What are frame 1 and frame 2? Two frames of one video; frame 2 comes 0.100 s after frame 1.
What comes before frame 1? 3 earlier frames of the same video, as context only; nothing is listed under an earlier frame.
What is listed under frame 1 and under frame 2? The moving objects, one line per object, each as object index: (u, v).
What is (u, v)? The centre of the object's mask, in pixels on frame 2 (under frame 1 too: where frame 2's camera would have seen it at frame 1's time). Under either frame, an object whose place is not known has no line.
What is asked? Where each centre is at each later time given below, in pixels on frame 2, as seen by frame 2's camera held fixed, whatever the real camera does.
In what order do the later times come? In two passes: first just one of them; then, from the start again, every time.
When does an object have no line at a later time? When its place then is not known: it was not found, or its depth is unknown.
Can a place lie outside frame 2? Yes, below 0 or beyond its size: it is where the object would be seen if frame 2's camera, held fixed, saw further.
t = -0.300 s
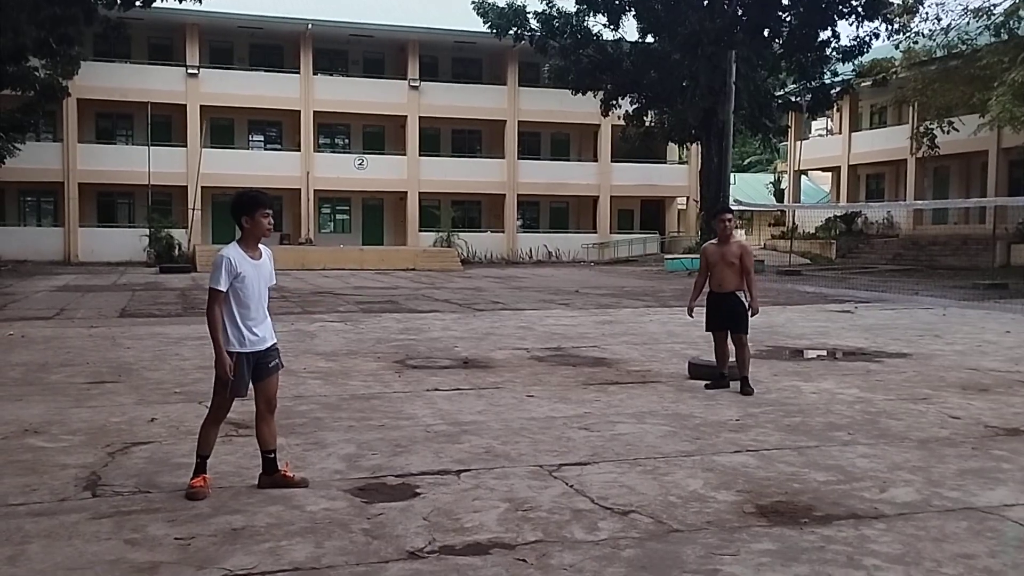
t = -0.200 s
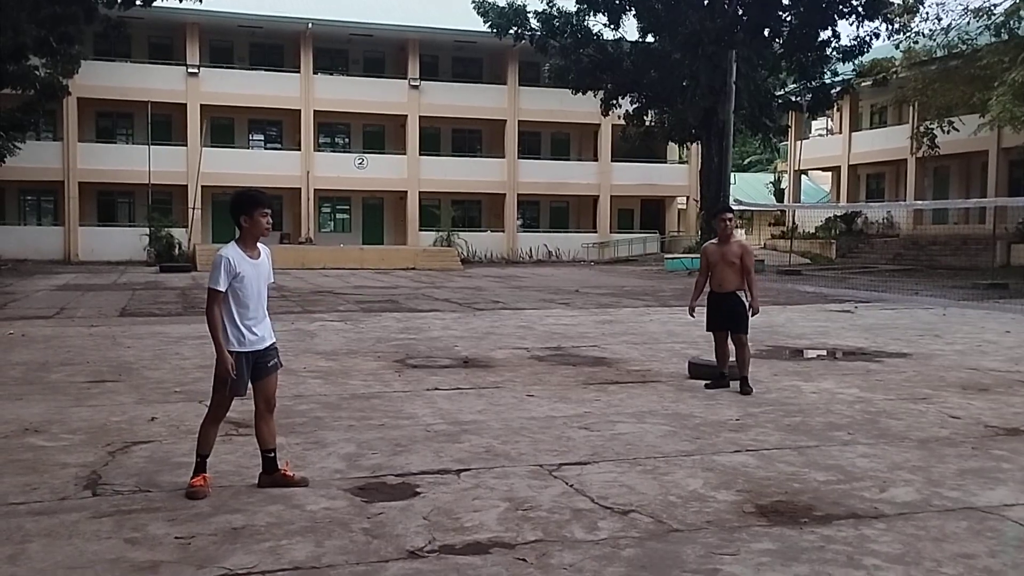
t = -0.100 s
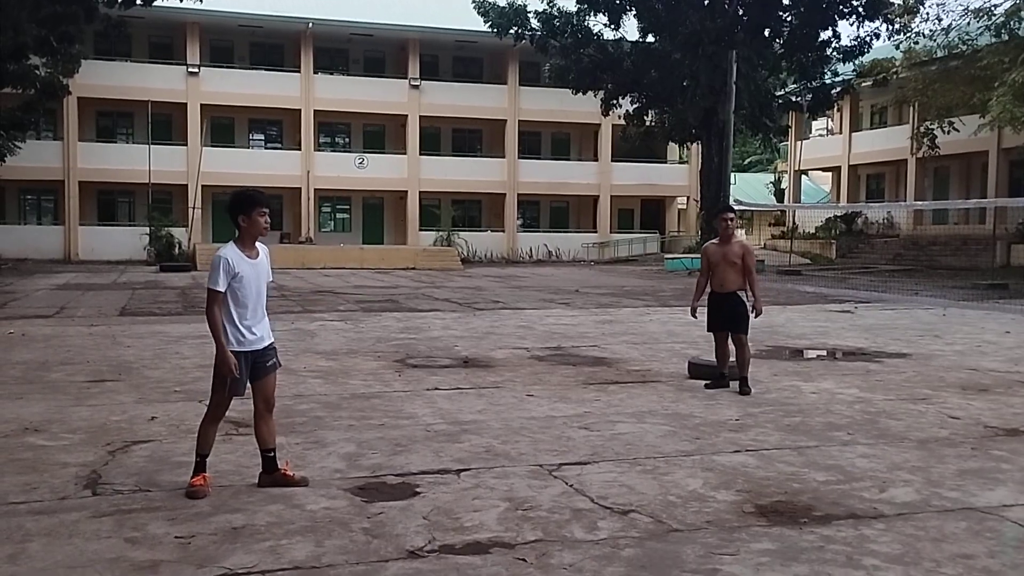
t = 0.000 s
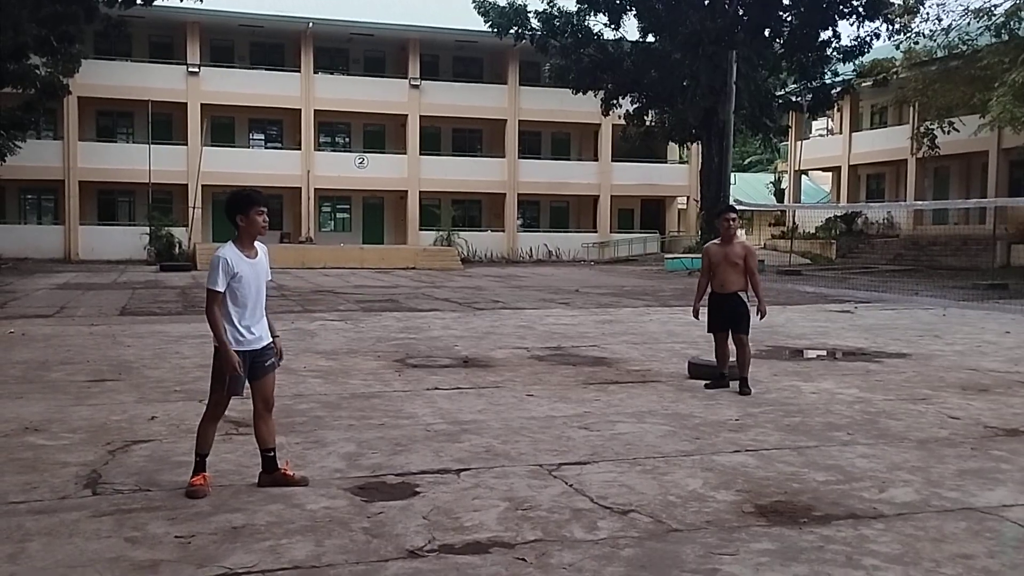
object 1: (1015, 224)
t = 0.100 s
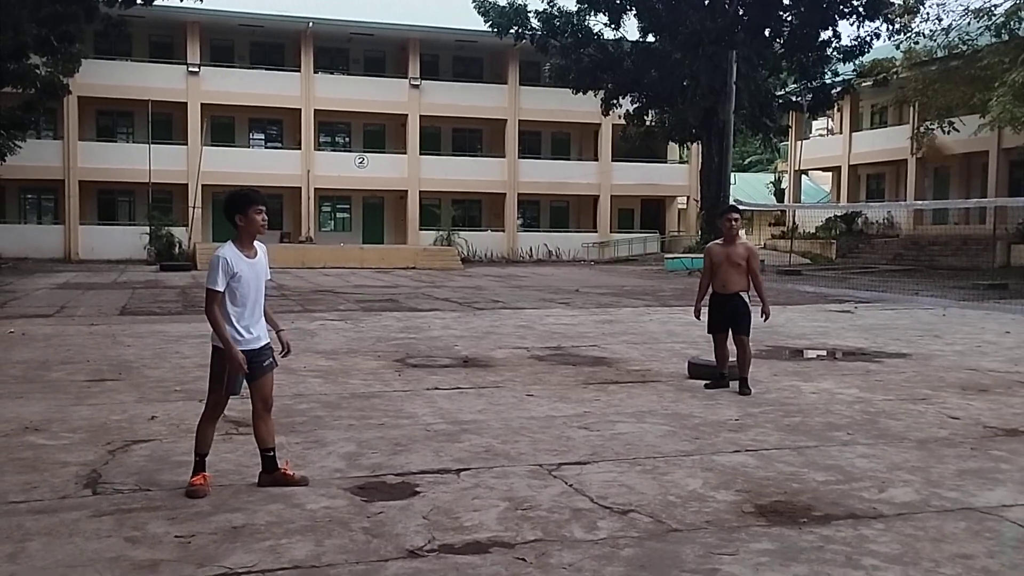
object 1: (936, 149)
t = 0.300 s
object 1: (776, 79)
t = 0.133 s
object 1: (912, 133)
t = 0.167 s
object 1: (884, 114)
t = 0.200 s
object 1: (856, 102)
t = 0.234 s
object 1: (830, 94)
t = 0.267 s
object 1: (804, 86)
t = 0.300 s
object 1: (776, 79)
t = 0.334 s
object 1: (753, 78)
